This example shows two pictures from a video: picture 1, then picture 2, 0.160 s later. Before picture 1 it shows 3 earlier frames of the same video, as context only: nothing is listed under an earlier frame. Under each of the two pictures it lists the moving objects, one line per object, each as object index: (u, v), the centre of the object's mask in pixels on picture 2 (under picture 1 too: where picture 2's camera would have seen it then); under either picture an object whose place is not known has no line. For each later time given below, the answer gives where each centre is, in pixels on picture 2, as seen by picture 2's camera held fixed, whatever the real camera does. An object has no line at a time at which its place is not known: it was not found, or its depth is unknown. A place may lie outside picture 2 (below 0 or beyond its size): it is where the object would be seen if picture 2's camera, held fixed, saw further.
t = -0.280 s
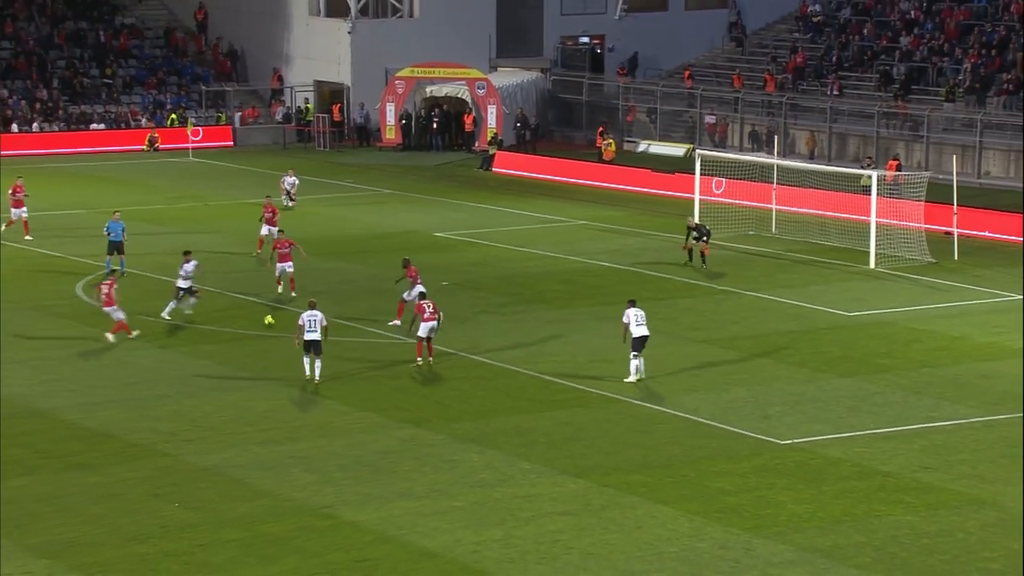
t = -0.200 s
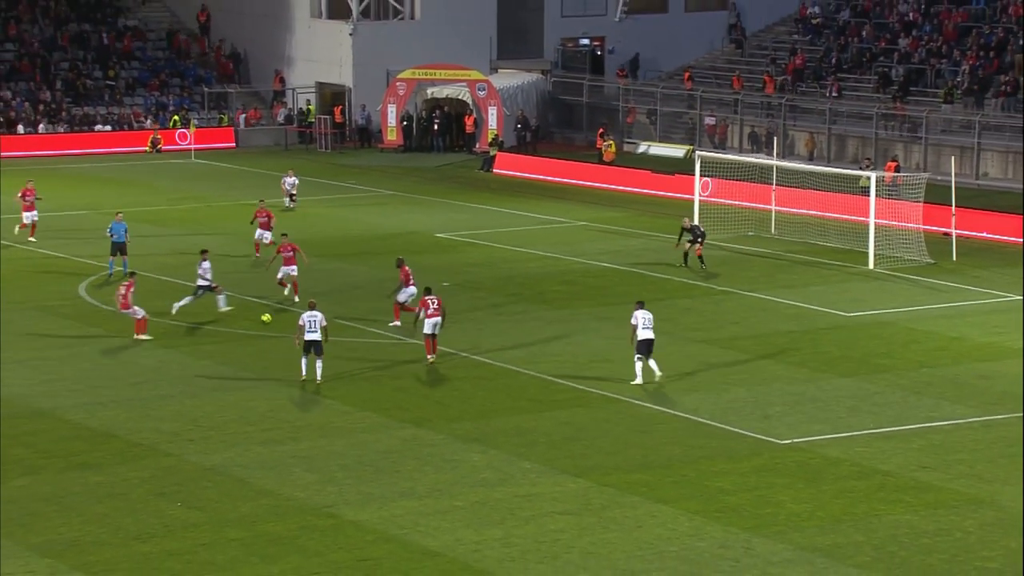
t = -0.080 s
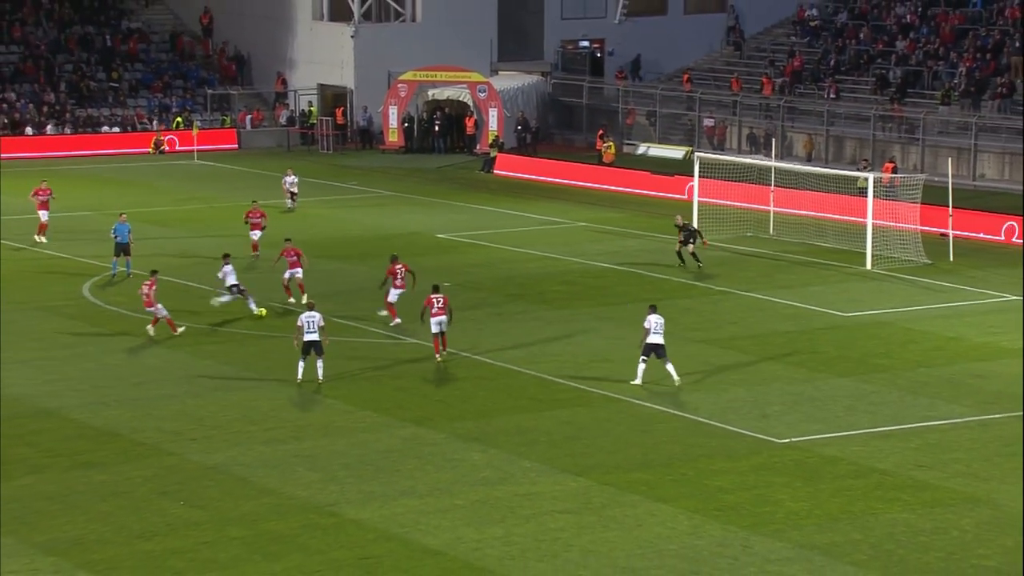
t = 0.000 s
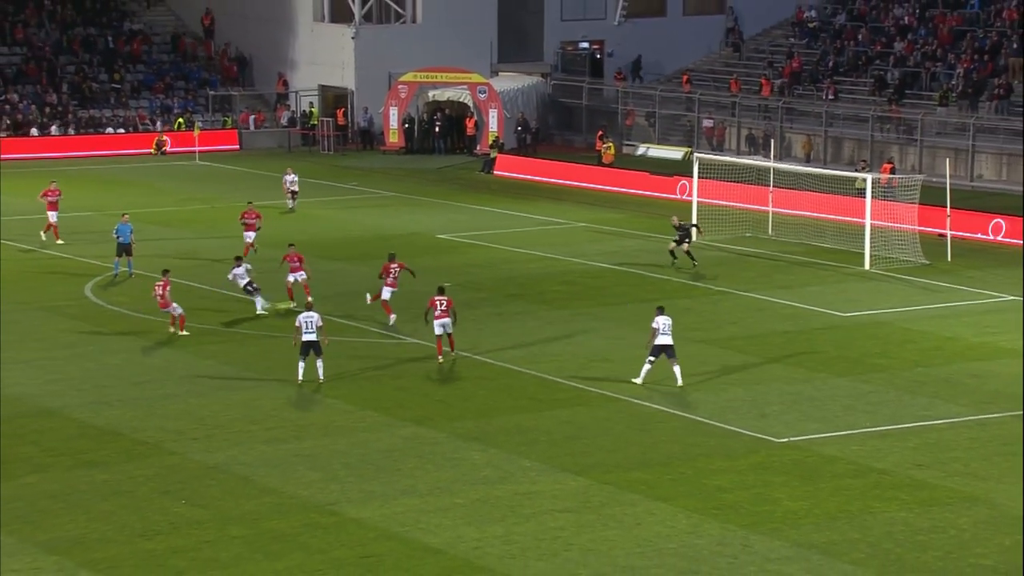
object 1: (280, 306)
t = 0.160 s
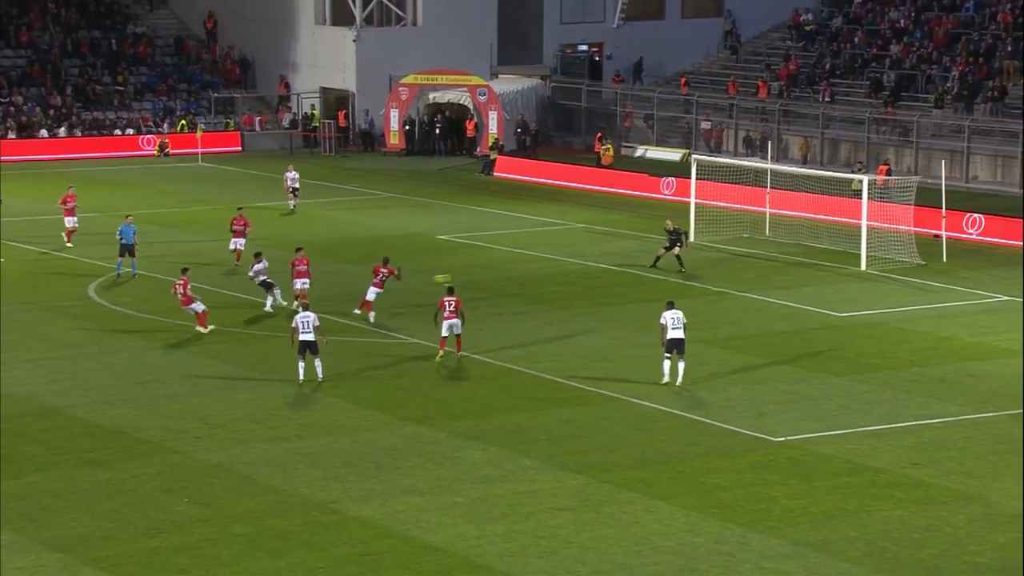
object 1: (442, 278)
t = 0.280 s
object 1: (546, 268)
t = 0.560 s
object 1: (752, 271)
